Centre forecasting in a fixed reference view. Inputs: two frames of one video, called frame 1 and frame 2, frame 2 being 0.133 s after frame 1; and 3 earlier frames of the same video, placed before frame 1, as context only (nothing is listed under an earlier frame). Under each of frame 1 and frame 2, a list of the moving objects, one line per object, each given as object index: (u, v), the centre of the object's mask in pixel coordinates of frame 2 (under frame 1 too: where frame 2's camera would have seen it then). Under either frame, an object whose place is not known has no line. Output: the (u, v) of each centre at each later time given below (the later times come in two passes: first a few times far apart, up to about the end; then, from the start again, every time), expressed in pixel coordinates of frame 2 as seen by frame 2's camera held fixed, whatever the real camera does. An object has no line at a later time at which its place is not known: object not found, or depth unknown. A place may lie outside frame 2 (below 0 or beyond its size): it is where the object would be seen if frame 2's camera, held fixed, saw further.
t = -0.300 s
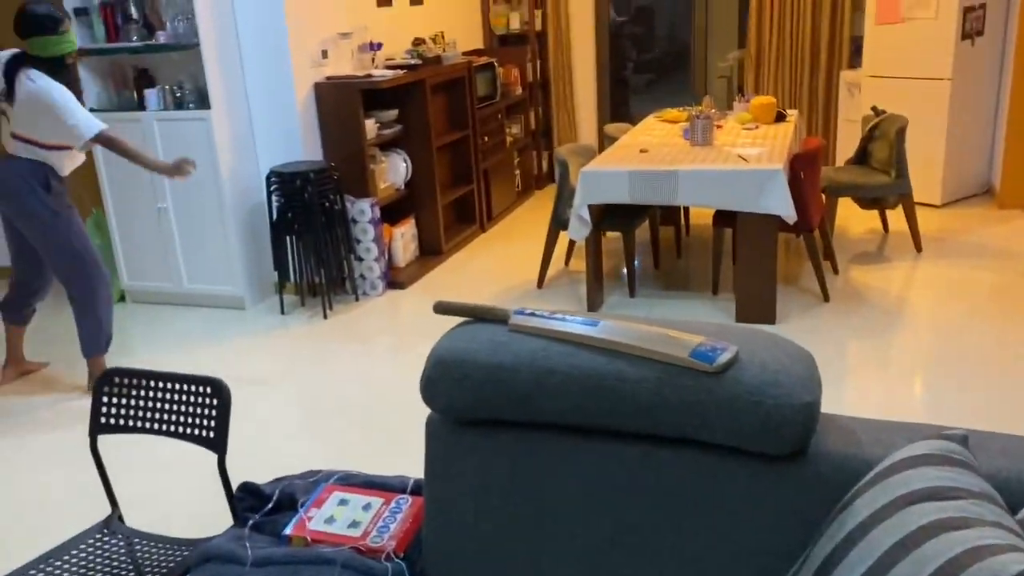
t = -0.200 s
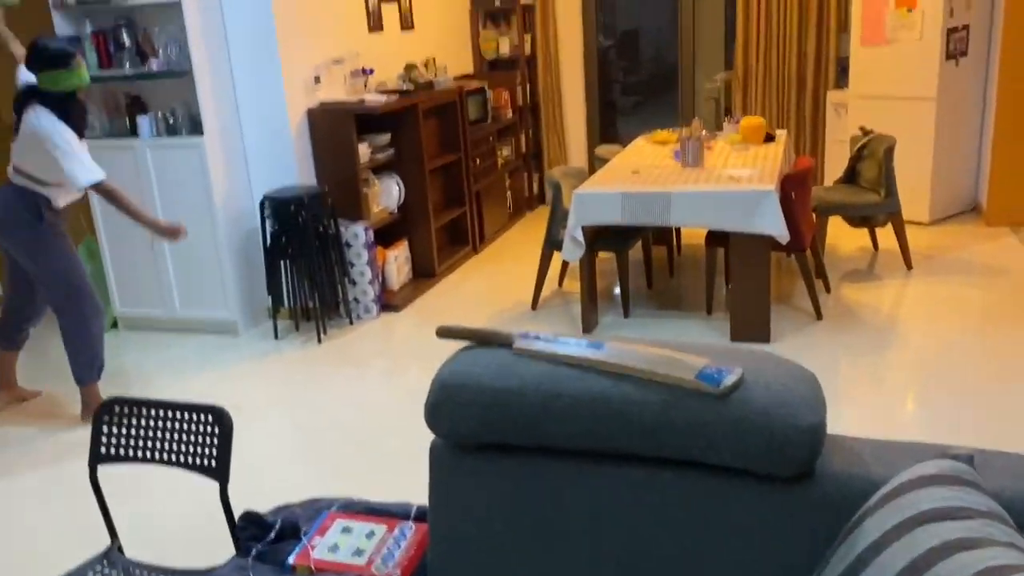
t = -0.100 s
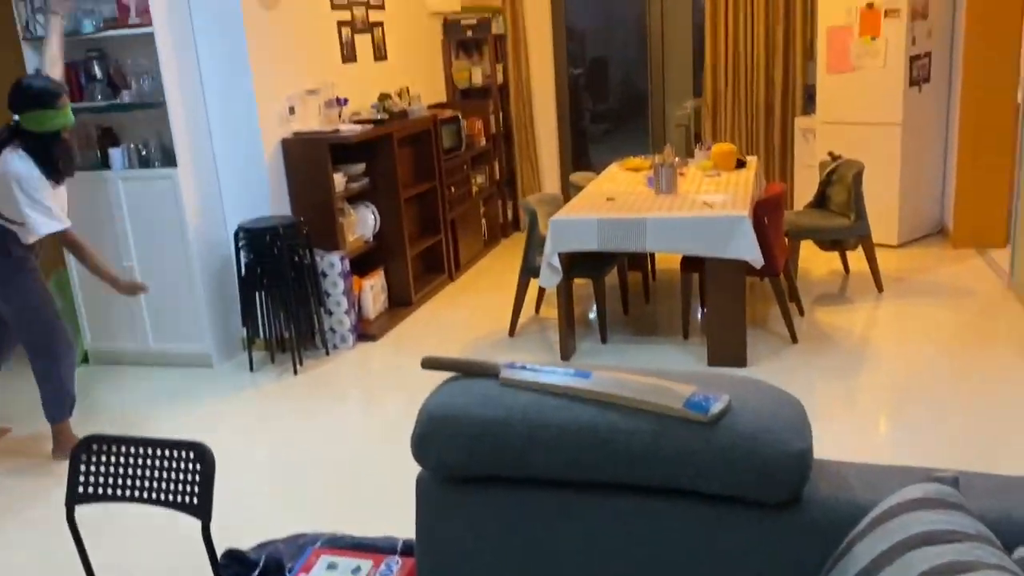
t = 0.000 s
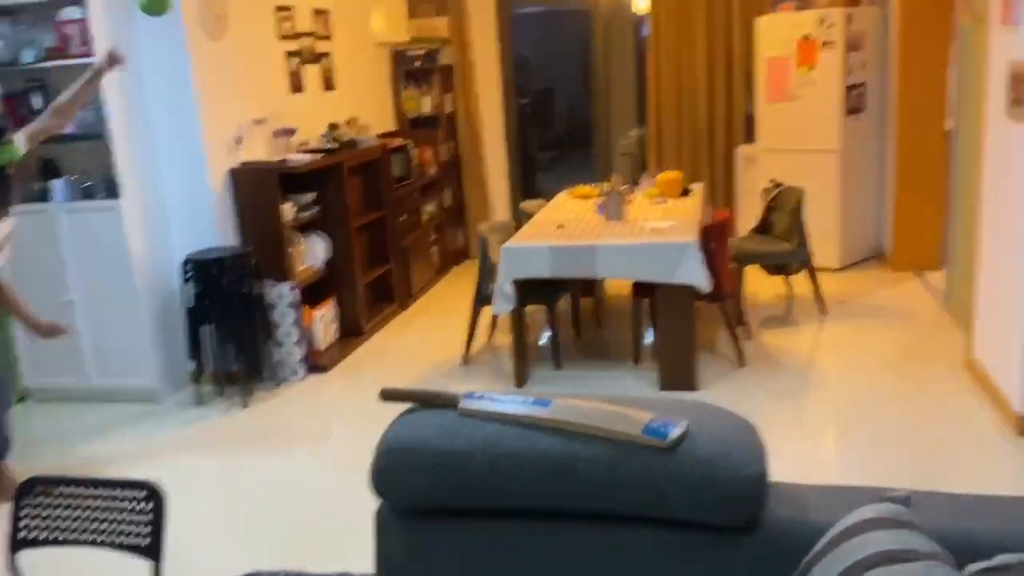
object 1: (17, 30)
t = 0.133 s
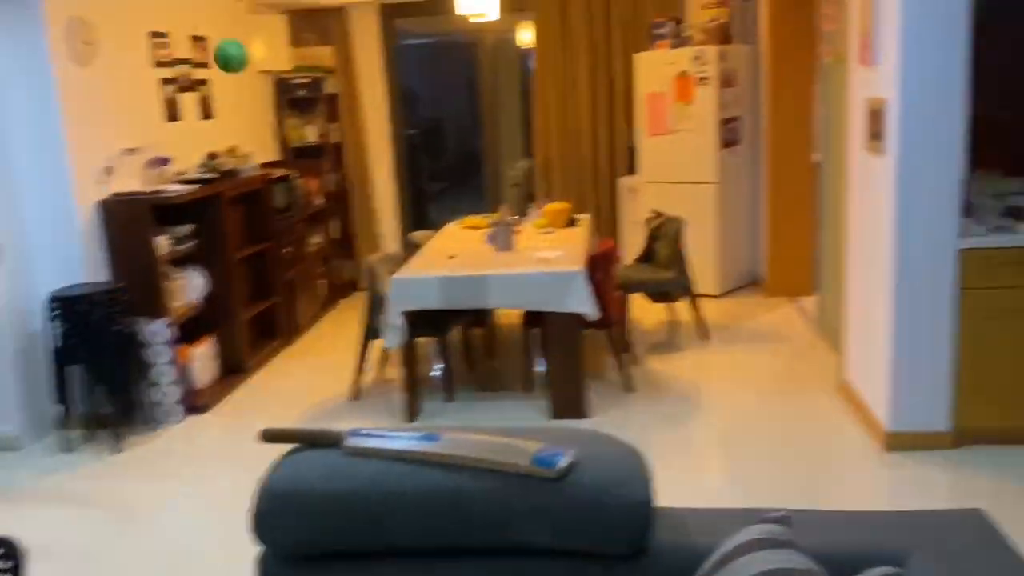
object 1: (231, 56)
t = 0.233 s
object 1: (390, 109)
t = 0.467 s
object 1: (735, 317)
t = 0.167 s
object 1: (284, 71)
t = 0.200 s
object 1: (336, 89)
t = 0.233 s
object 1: (390, 109)
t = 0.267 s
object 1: (441, 133)
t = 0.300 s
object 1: (491, 159)
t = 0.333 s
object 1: (540, 186)
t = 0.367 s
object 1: (592, 215)
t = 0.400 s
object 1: (640, 248)
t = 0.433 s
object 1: (688, 282)
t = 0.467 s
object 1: (735, 317)
